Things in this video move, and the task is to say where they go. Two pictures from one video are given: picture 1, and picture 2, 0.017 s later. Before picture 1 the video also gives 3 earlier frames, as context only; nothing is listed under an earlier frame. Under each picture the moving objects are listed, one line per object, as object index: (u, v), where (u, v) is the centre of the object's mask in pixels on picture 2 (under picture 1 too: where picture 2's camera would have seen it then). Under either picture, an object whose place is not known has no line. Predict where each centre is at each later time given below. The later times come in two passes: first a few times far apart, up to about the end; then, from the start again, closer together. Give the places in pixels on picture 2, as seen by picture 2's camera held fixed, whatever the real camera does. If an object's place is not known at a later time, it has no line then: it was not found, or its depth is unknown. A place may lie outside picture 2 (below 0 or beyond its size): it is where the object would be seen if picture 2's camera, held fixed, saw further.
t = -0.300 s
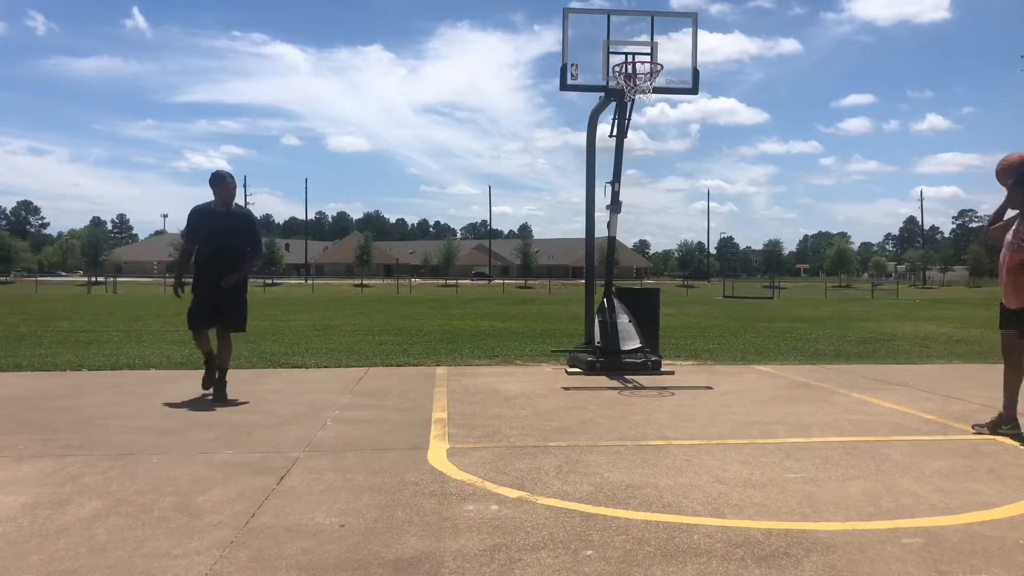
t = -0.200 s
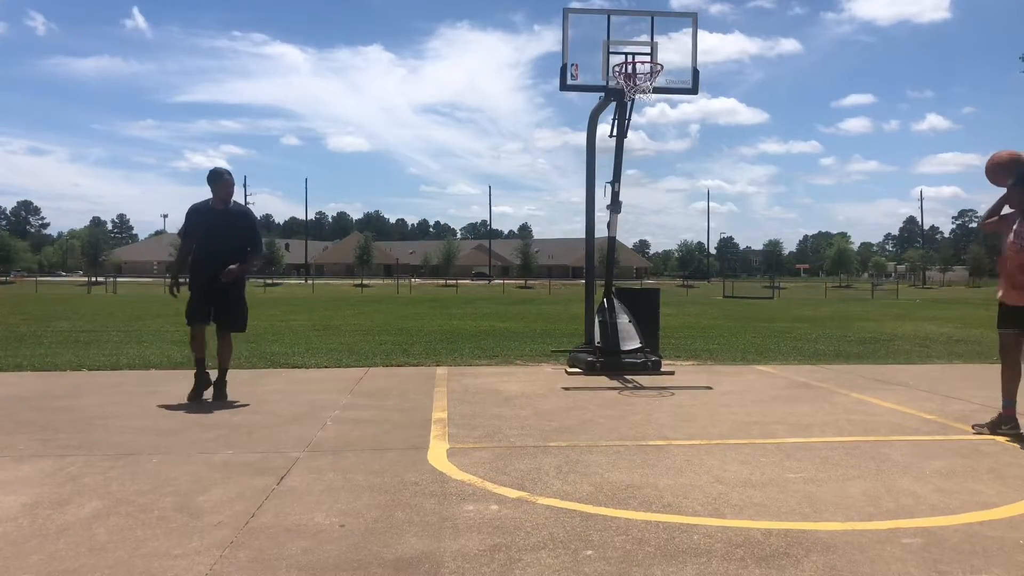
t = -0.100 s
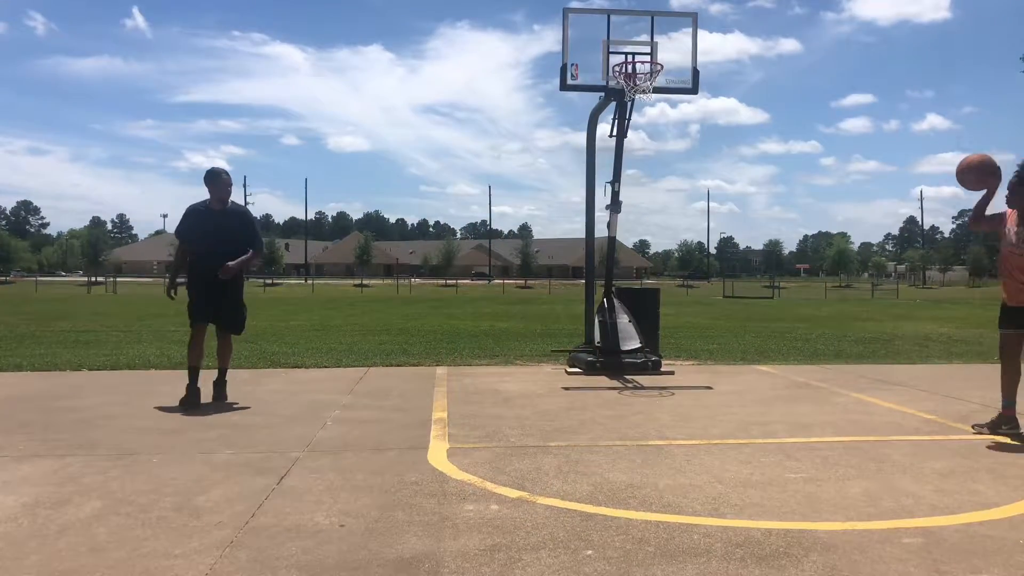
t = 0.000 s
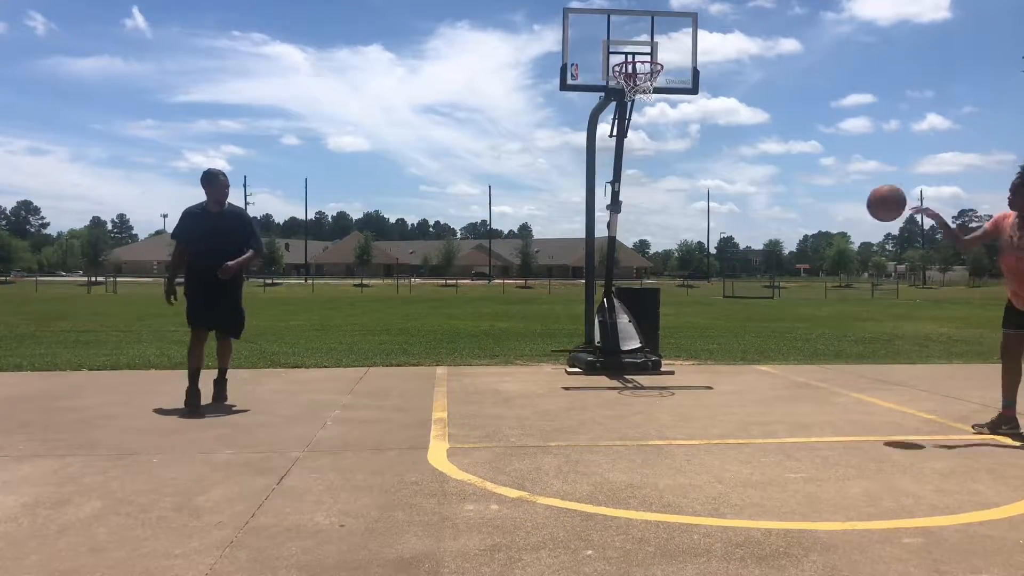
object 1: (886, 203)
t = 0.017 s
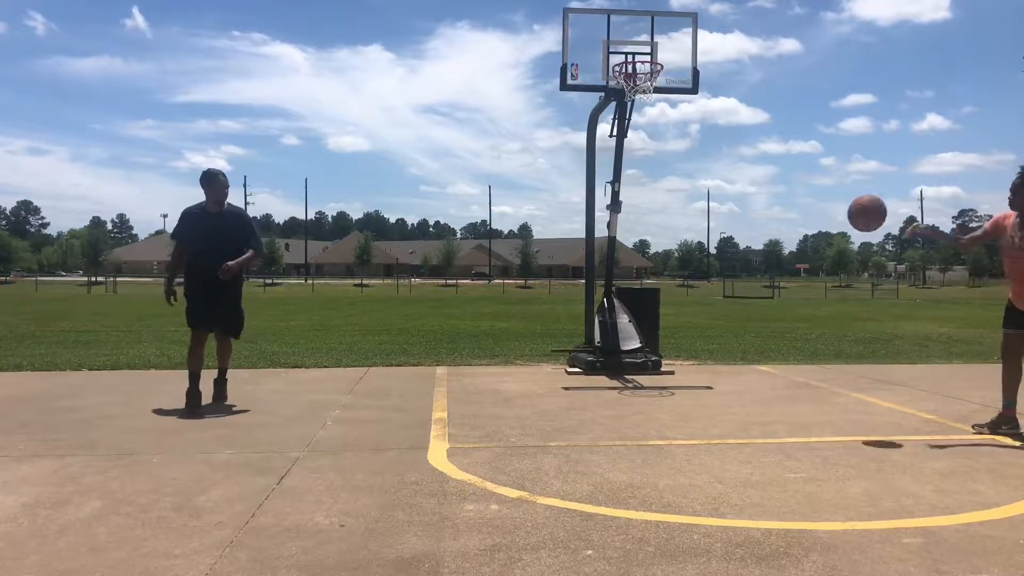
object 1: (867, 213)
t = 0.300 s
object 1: (562, 398)
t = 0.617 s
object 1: (406, 225)
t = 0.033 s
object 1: (848, 224)
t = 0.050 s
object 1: (828, 235)
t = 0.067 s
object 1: (809, 246)
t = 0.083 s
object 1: (790, 258)
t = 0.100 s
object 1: (770, 270)
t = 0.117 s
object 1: (751, 281)
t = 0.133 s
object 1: (732, 295)
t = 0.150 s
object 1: (713, 308)
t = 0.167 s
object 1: (694, 322)
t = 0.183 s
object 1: (675, 336)
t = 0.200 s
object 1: (656, 350)
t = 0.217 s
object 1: (637, 365)
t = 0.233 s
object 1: (618, 379)
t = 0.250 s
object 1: (600, 395)
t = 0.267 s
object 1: (581, 410)
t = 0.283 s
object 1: (570, 411)
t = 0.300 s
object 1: (562, 398)
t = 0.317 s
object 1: (553, 385)
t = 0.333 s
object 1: (545, 373)
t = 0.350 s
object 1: (537, 361)
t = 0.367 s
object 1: (529, 349)
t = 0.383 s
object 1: (521, 338)
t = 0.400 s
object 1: (513, 327)
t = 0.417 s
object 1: (505, 317)
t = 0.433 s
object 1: (496, 307)
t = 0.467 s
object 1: (480, 288)
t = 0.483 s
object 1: (472, 280)
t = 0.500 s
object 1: (464, 271)
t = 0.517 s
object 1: (456, 262)
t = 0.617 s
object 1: (406, 225)
